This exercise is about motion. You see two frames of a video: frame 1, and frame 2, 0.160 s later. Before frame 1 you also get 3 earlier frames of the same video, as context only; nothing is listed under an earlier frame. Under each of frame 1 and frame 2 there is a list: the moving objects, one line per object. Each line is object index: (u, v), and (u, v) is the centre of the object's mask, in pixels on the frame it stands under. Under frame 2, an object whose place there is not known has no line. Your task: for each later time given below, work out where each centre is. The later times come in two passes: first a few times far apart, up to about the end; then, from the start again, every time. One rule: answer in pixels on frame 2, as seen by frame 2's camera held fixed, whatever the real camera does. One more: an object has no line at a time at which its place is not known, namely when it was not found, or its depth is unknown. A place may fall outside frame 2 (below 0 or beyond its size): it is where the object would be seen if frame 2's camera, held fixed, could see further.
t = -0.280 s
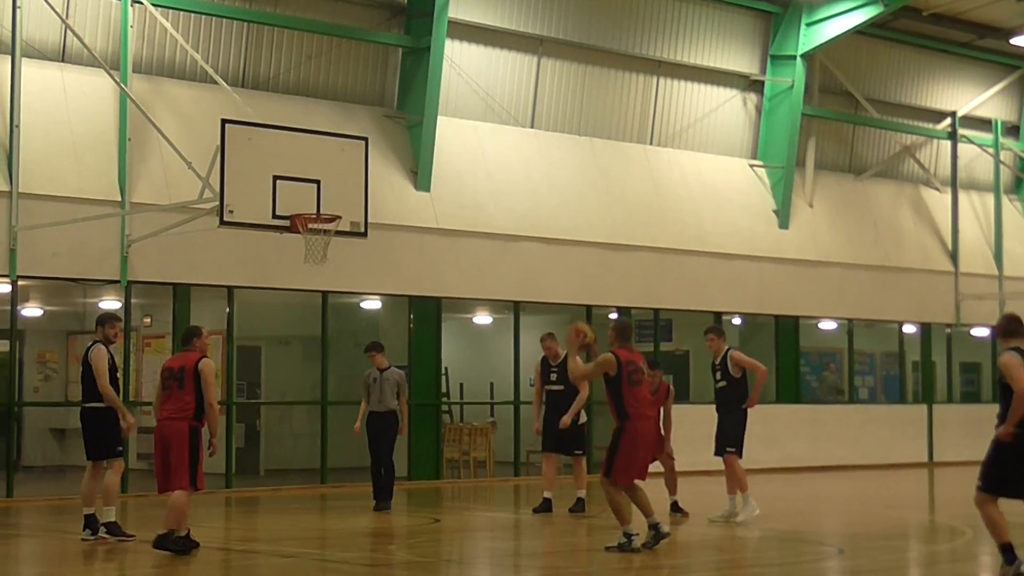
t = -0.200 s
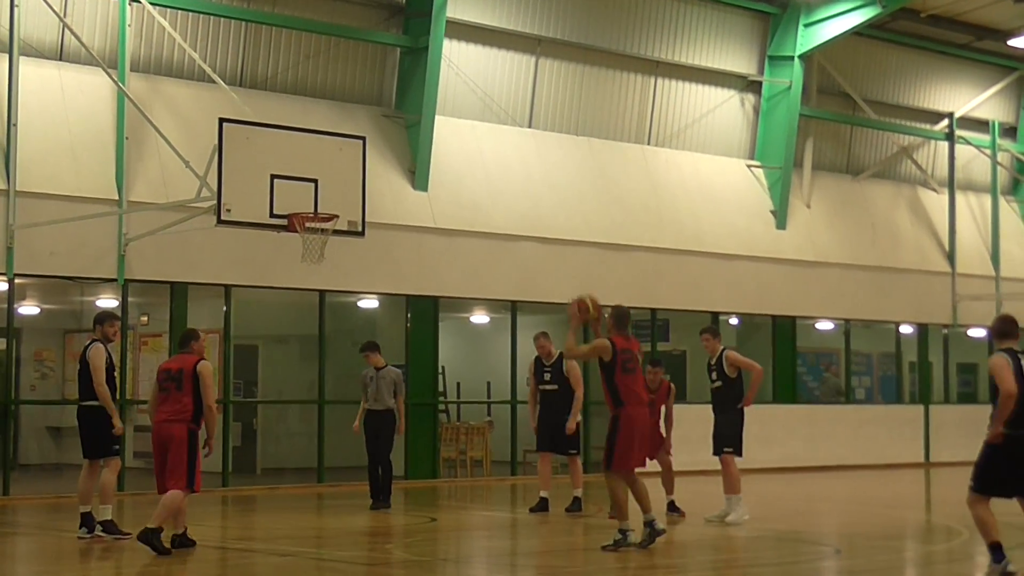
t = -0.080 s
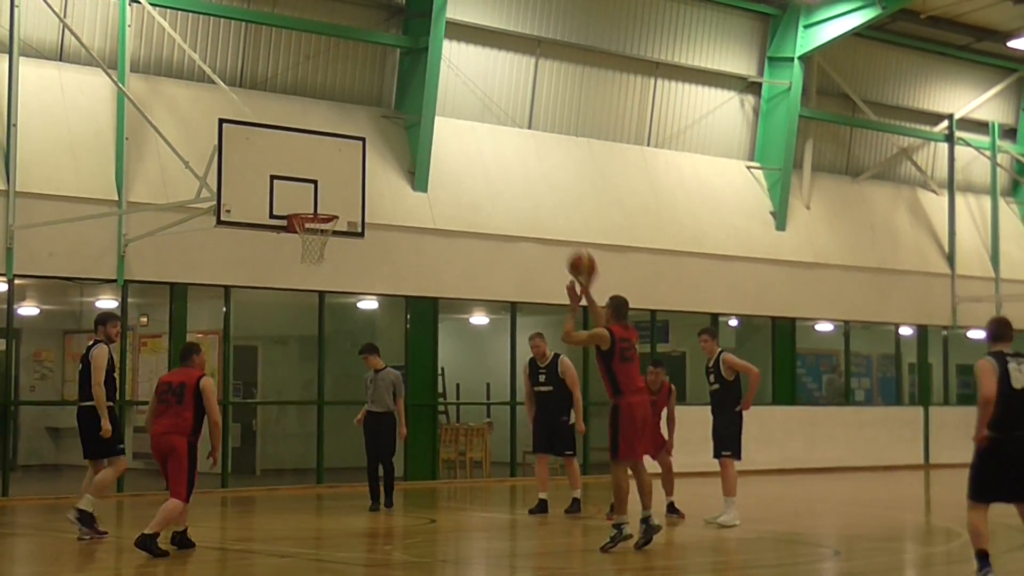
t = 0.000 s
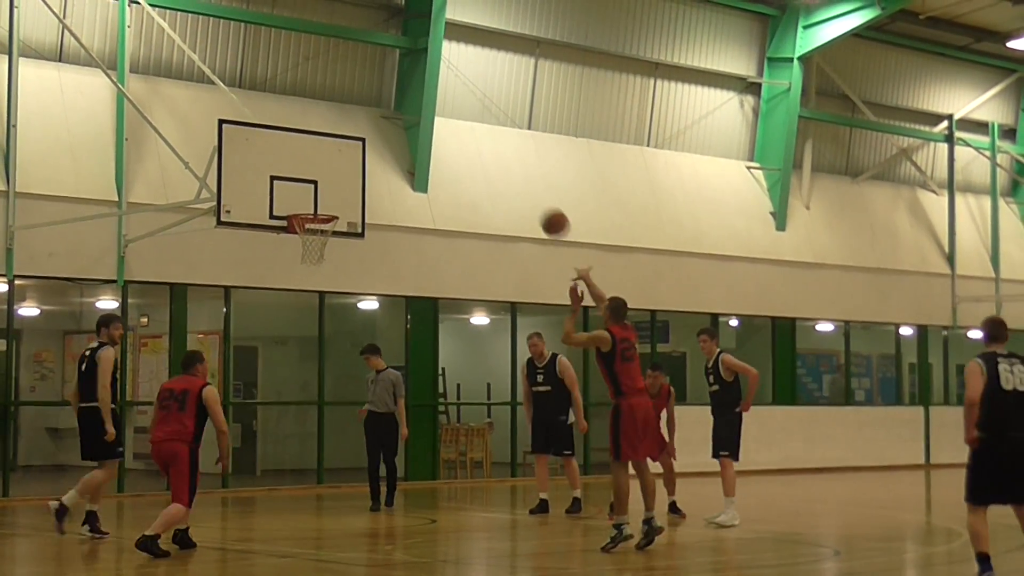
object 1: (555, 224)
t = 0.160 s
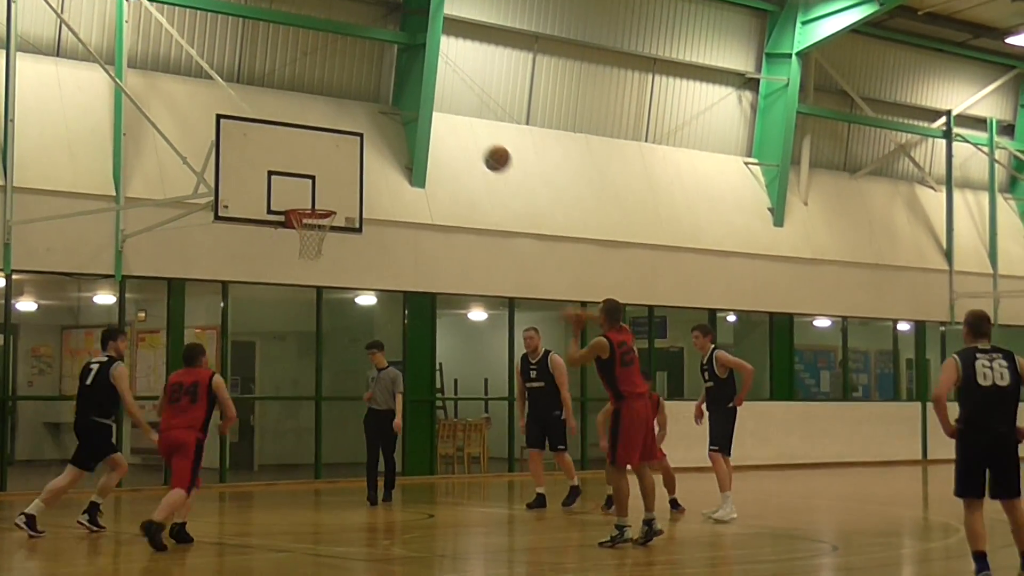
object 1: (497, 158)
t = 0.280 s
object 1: (458, 134)
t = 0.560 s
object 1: (376, 138)
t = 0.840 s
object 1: (302, 217)
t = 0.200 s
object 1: (484, 149)
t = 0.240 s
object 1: (471, 140)
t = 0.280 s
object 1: (458, 134)
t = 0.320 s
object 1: (446, 129)
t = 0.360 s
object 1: (434, 127)
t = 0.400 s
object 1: (422, 126)
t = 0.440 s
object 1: (410, 126)
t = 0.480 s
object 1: (399, 130)
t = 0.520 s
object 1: (388, 134)
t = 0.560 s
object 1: (376, 138)
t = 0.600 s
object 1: (365, 144)
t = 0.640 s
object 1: (354, 154)
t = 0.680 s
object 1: (343, 163)
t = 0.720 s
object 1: (333, 174)
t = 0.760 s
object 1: (322, 187)
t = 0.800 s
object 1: (312, 200)
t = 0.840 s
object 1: (302, 217)
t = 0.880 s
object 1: (303, 233)
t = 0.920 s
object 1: (308, 245)
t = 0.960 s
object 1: (314, 258)
